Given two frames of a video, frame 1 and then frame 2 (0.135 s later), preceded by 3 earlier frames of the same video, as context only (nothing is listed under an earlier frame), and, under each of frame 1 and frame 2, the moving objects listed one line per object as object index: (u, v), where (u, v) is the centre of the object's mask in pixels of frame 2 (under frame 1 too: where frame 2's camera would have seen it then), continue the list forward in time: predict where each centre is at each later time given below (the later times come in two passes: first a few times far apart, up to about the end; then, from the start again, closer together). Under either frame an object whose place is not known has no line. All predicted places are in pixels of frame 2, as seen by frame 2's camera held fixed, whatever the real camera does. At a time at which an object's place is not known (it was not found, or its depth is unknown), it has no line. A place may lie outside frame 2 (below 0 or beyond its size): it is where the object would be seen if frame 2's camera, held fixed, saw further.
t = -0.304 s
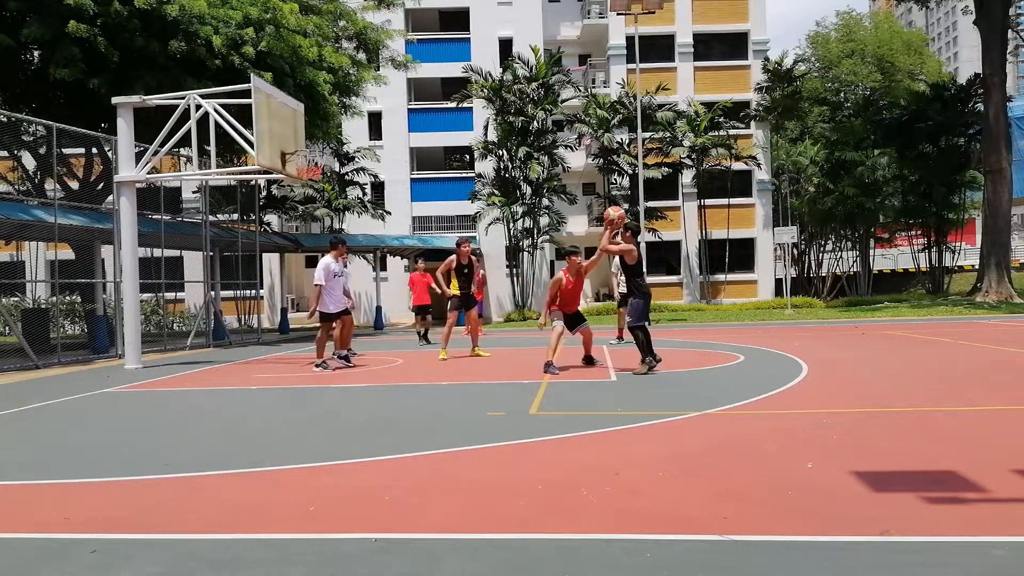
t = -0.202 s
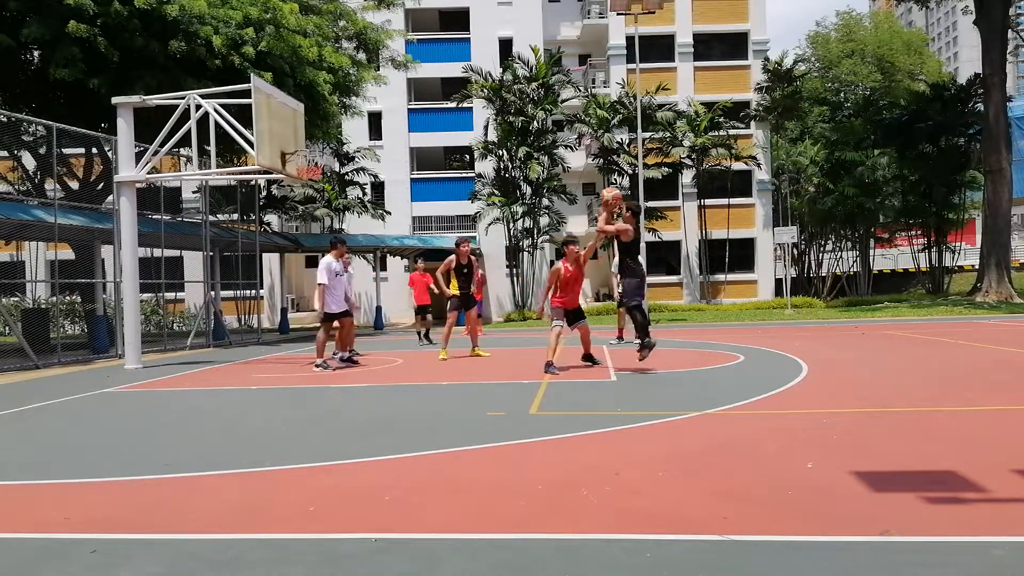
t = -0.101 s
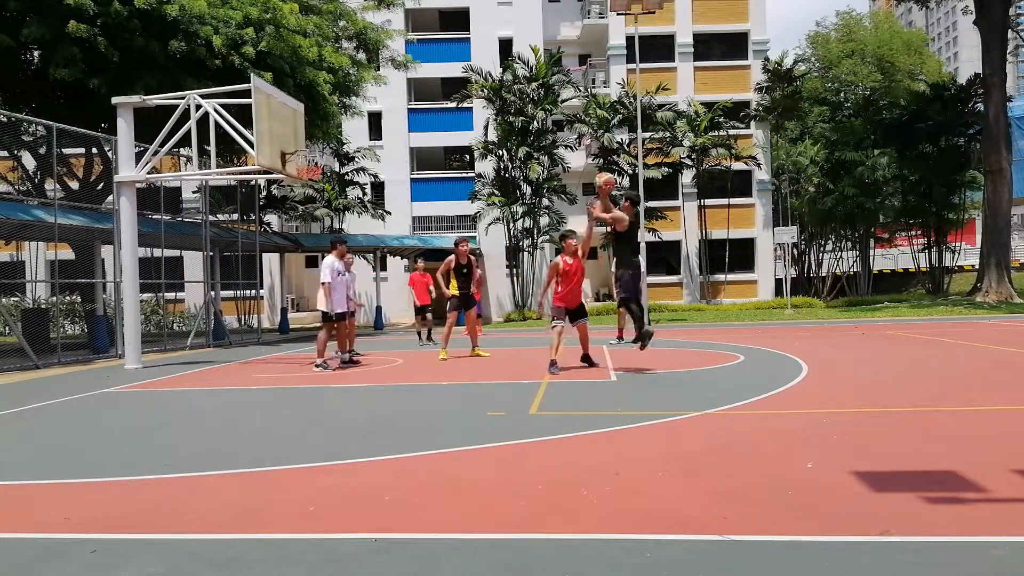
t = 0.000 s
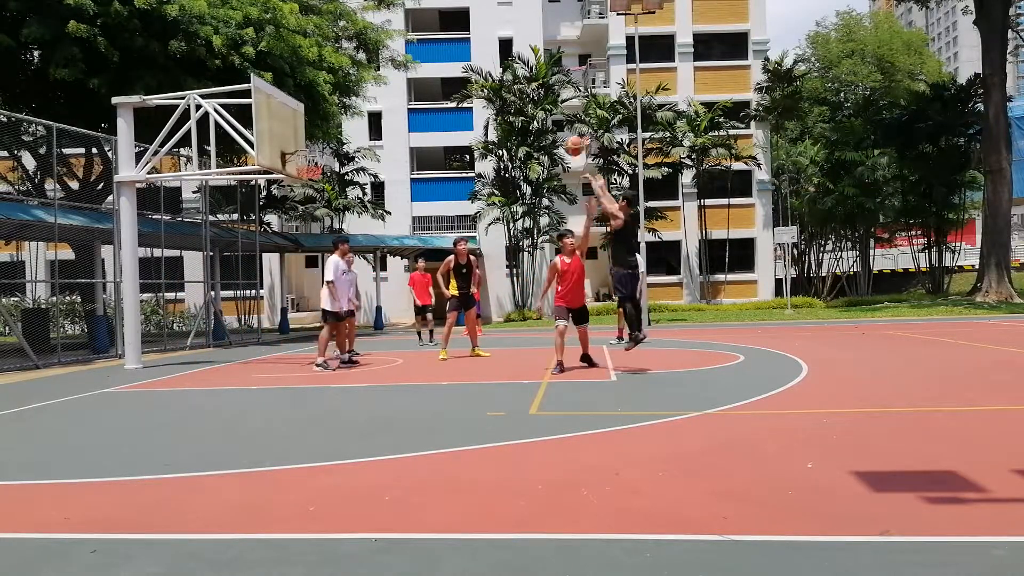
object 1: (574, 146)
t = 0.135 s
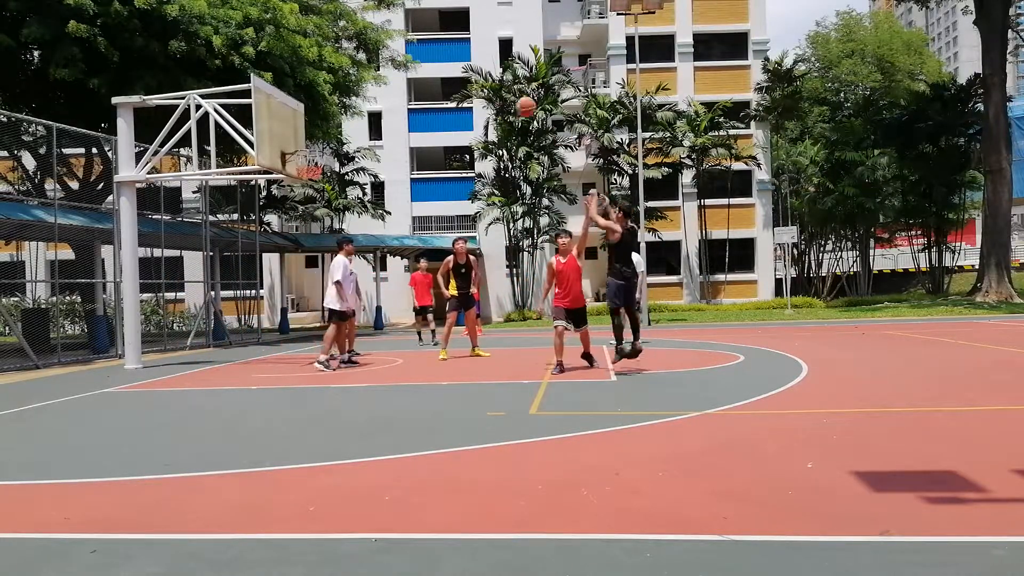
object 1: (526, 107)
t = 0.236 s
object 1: (492, 88)
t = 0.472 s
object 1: (419, 77)
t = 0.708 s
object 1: (356, 108)
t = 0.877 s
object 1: (317, 149)
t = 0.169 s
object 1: (514, 100)
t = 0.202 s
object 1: (503, 93)
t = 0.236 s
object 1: (492, 88)
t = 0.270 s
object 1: (480, 84)
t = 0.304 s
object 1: (469, 81)
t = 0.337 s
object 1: (460, 79)
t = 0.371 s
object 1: (450, 77)
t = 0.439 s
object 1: (429, 77)
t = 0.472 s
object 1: (419, 77)
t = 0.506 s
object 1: (410, 79)
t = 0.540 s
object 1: (401, 83)
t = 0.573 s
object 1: (391, 85)
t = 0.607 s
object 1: (382, 90)
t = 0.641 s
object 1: (374, 95)
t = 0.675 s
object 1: (365, 101)
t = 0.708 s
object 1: (356, 108)
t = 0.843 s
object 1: (324, 139)
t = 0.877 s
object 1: (317, 149)
